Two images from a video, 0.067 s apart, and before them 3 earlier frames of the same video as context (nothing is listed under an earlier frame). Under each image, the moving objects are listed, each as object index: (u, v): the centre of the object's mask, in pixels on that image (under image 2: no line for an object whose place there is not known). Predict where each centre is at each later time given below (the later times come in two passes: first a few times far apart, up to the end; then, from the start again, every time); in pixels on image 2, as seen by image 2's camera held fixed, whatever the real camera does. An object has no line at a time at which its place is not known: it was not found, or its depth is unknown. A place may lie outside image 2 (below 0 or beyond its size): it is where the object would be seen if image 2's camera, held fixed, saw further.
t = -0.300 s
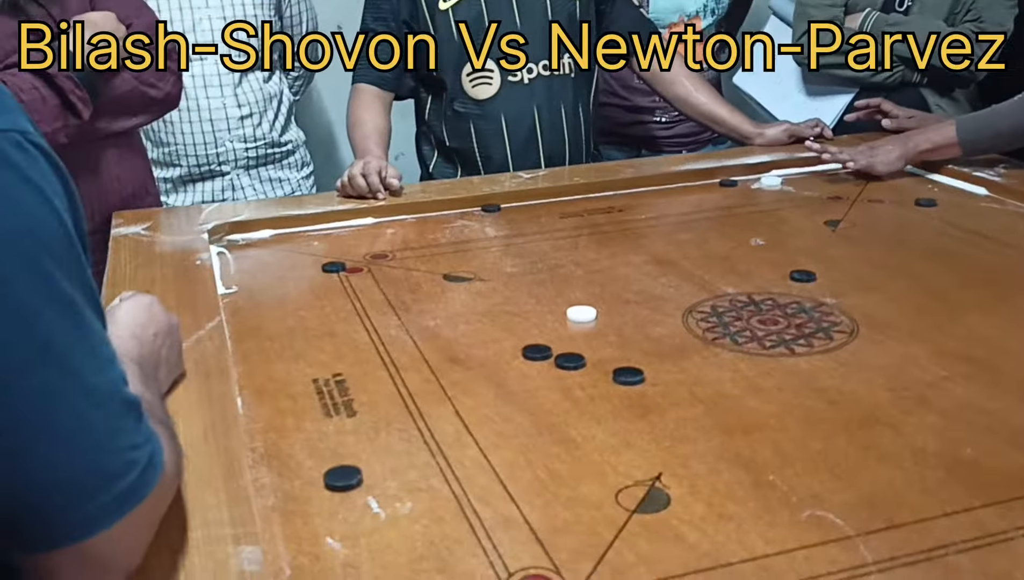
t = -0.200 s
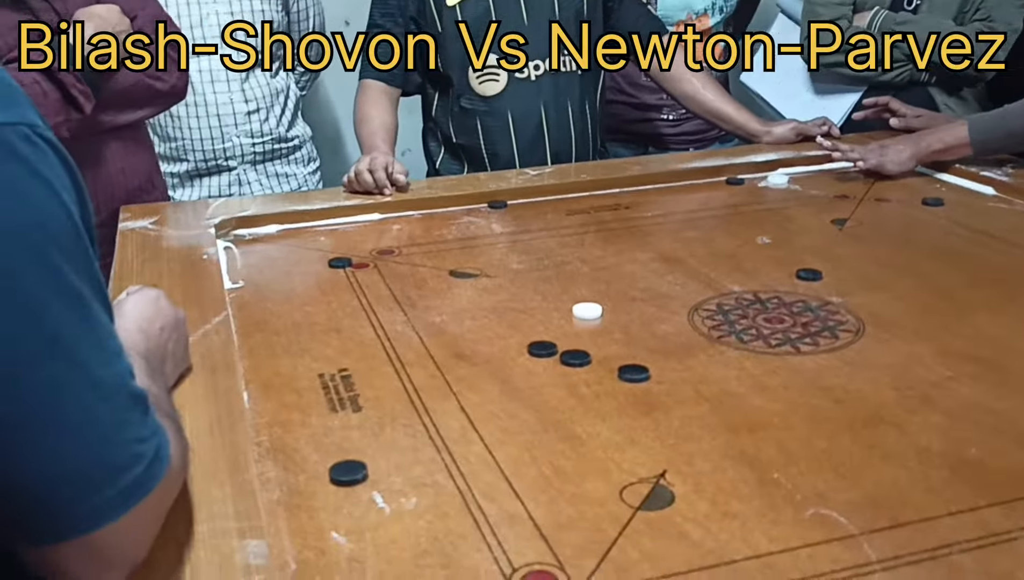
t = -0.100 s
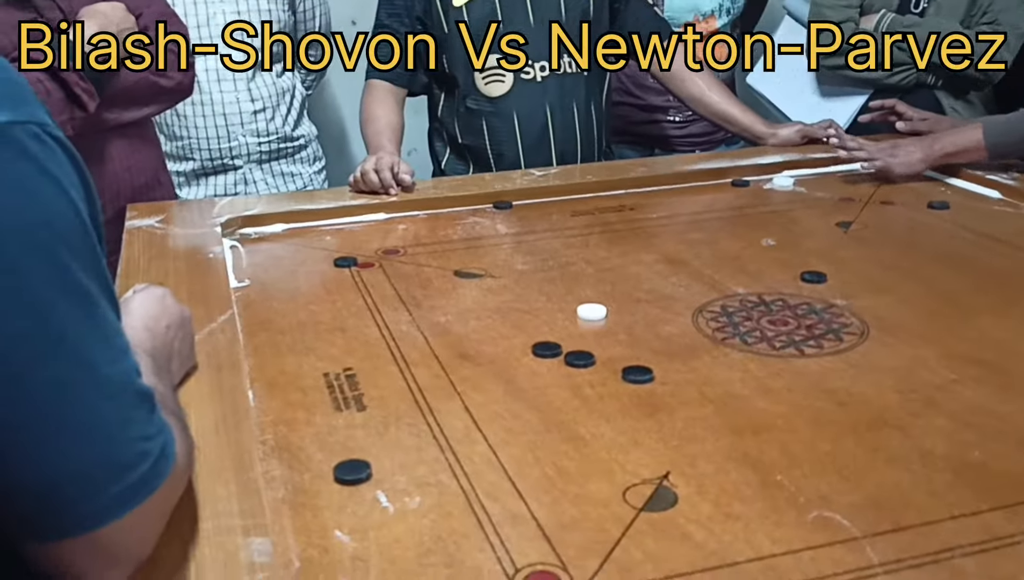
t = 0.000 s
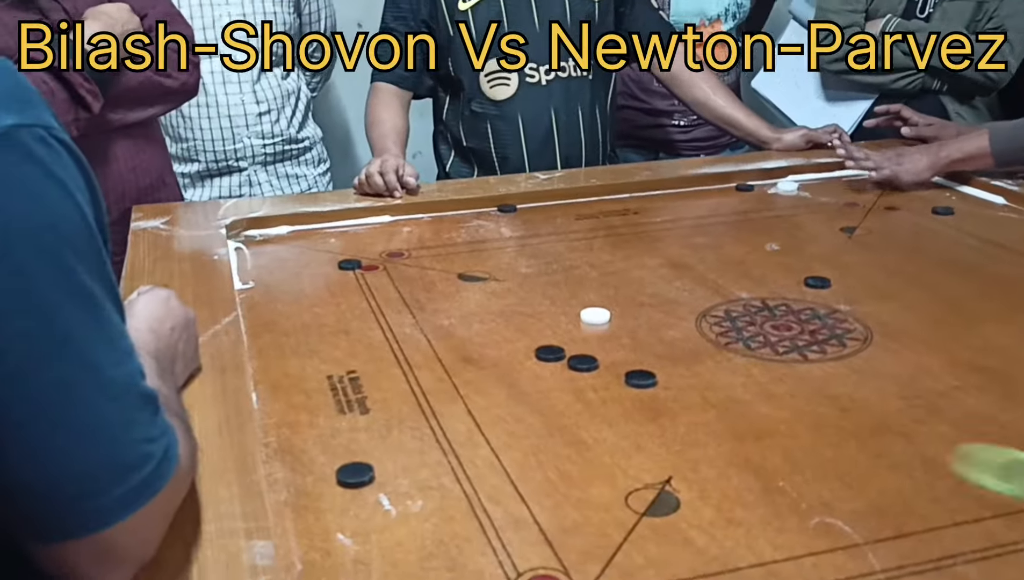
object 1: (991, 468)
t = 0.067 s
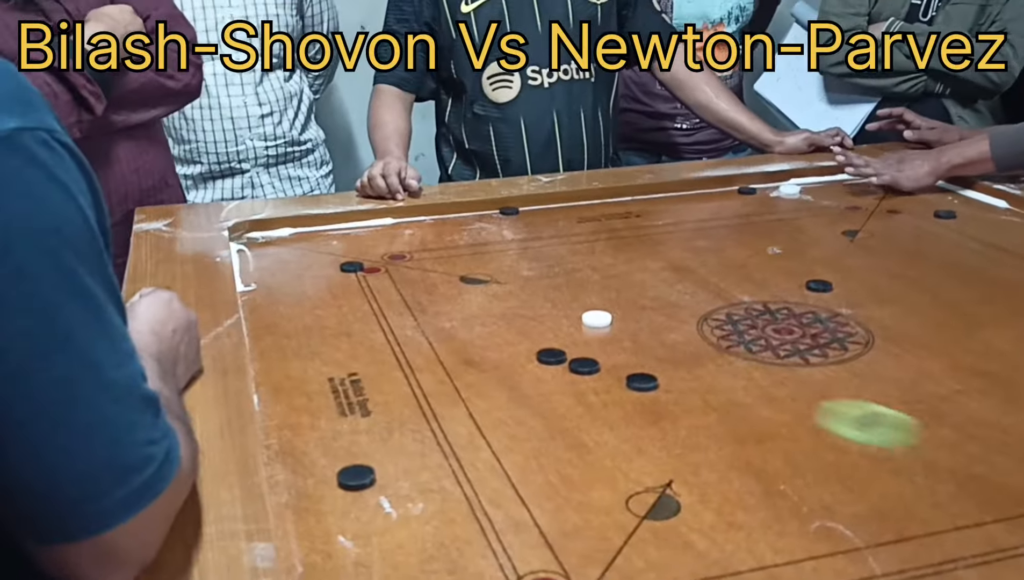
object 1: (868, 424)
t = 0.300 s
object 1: (570, 315)
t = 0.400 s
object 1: (506, 294)
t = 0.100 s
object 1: (807, 401)
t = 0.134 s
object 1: (753, 381)
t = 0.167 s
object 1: (704, 363)
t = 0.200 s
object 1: (661, 347)
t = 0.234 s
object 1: (624, 334)
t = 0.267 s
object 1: (595, 323)
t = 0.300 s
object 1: (570, 315)
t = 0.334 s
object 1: (547, 307)
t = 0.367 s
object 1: (526, 301)
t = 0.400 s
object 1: (506, 294)
